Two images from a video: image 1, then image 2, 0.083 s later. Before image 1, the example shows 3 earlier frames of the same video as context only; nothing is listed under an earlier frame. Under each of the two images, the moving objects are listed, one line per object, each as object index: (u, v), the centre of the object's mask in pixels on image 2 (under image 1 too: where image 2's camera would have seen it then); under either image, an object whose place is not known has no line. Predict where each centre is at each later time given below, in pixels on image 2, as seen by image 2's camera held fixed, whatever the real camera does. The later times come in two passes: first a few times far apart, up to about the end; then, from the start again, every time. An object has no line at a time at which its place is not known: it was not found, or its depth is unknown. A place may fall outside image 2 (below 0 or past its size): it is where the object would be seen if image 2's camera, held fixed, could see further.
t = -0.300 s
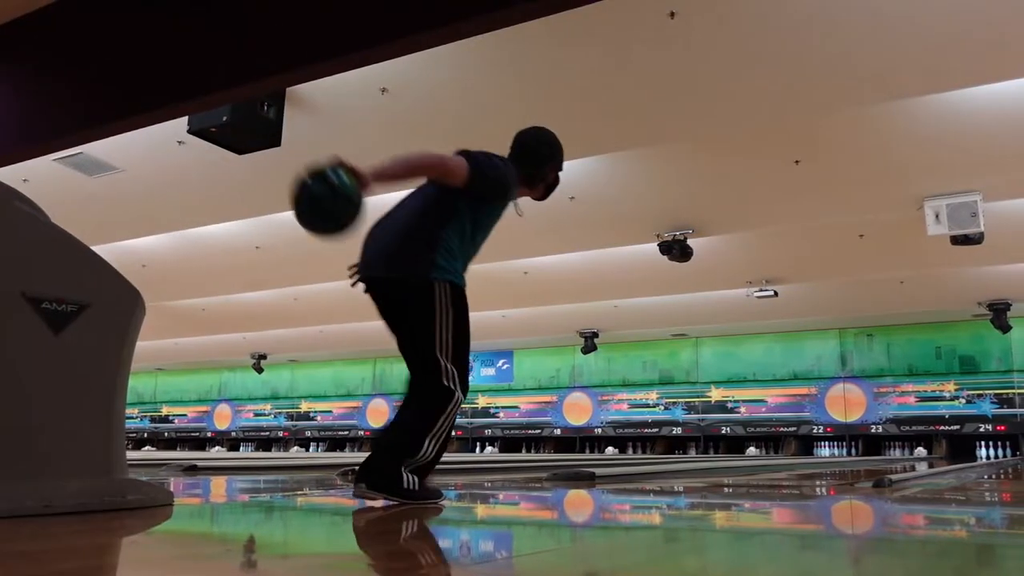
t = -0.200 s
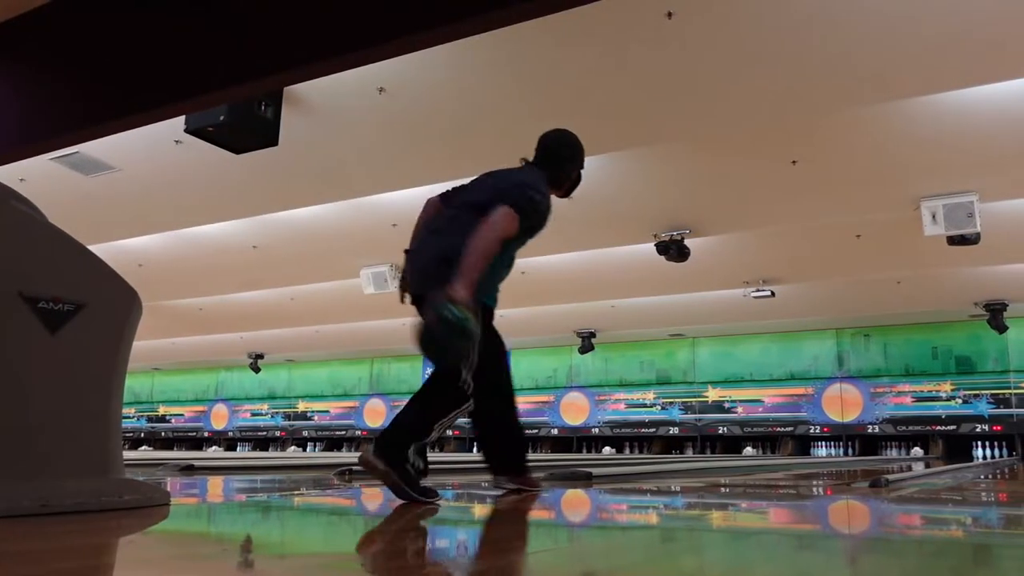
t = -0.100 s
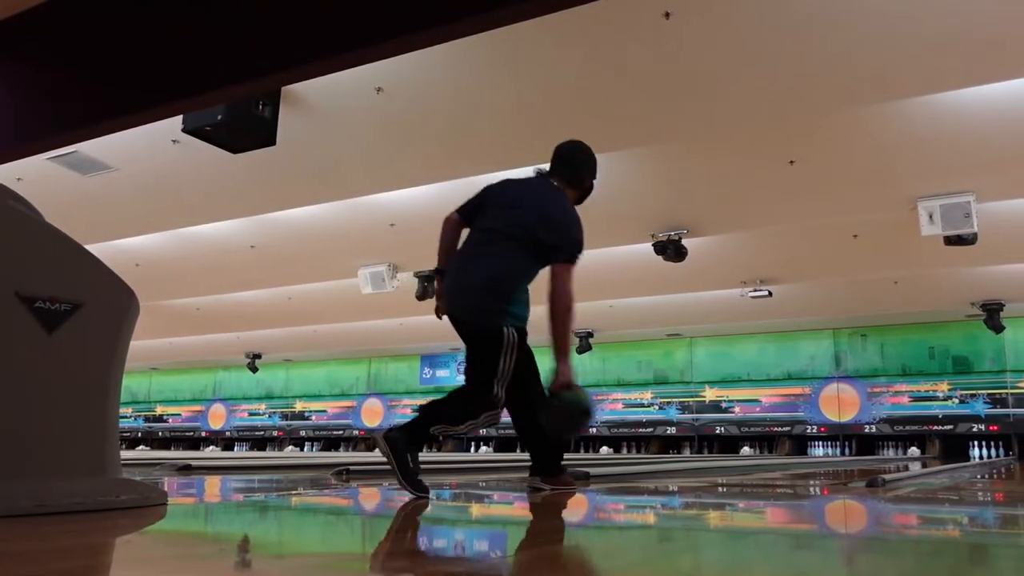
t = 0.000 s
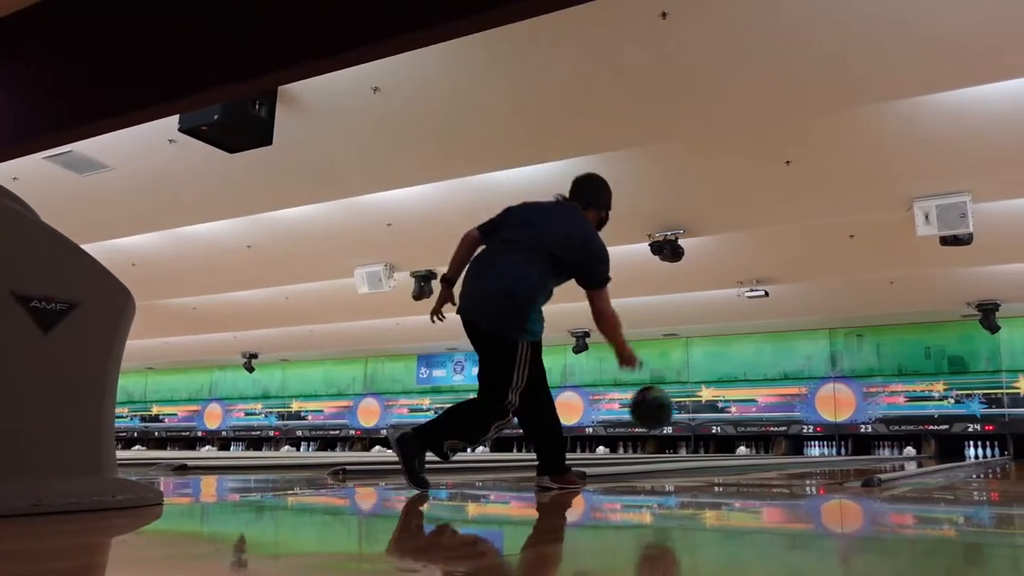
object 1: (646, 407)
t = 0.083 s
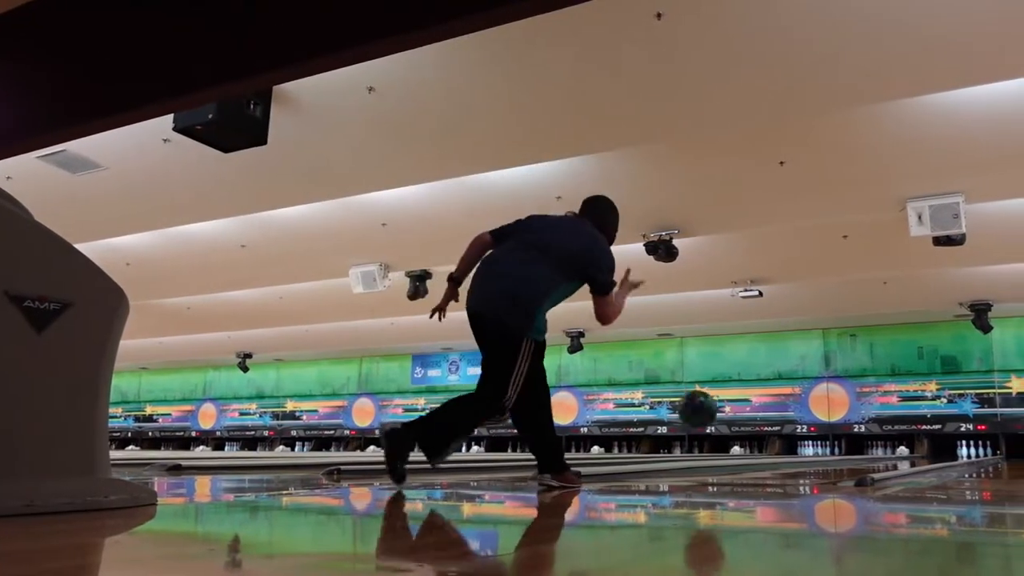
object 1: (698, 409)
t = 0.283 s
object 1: (781, 452)
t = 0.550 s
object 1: (846, 457)
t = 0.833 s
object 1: (885, 456)
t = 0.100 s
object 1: (707, 410)
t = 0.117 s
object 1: (714, 413)
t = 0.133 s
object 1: (722, 416)
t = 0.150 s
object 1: (729, 419)
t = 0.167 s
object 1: (736, 423)
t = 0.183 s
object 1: (744, 424)
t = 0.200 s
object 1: (749, 429)
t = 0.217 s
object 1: (755, 432)
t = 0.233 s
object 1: (762, 439)
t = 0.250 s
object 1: (768, 443)
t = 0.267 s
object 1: (775, 448)
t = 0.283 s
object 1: (781, 452)
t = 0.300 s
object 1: (786, 458)
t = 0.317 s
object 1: (791, 458)
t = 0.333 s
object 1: (795, 458)
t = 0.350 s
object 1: (800, 457)
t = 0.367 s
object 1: (805, 457)
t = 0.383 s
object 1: (809, 459)
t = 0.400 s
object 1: (813, 458)
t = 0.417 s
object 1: (818, 457)
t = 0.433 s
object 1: (821, 458)
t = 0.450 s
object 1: (825, 458)
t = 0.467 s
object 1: (830, 458)
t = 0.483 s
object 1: (832, 458)
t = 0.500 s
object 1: (836, 457)
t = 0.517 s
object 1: (839, 457)
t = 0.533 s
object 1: (842, 457)
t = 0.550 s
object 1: (846, 457)
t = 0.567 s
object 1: (848, 457)
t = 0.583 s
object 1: (851, 456)
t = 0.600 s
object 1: (854, 457)
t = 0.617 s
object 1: (856, 456)
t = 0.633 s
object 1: (859, 457)
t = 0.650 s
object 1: (862, 456)
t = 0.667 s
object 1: (864, 456)
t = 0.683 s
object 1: (867, 457)
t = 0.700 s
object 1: (869, 456)
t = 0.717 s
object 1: (871, 457)
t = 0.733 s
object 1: (873, 457)
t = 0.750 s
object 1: (876, 457)
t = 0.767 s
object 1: (878, 457)
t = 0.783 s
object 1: (880, 457)
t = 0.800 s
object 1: (882, 456)
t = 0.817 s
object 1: (884, 456)
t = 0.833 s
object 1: (885, 456)
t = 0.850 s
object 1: (887, 456)
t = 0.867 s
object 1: (890, 456)
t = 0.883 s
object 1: (891, 456)
